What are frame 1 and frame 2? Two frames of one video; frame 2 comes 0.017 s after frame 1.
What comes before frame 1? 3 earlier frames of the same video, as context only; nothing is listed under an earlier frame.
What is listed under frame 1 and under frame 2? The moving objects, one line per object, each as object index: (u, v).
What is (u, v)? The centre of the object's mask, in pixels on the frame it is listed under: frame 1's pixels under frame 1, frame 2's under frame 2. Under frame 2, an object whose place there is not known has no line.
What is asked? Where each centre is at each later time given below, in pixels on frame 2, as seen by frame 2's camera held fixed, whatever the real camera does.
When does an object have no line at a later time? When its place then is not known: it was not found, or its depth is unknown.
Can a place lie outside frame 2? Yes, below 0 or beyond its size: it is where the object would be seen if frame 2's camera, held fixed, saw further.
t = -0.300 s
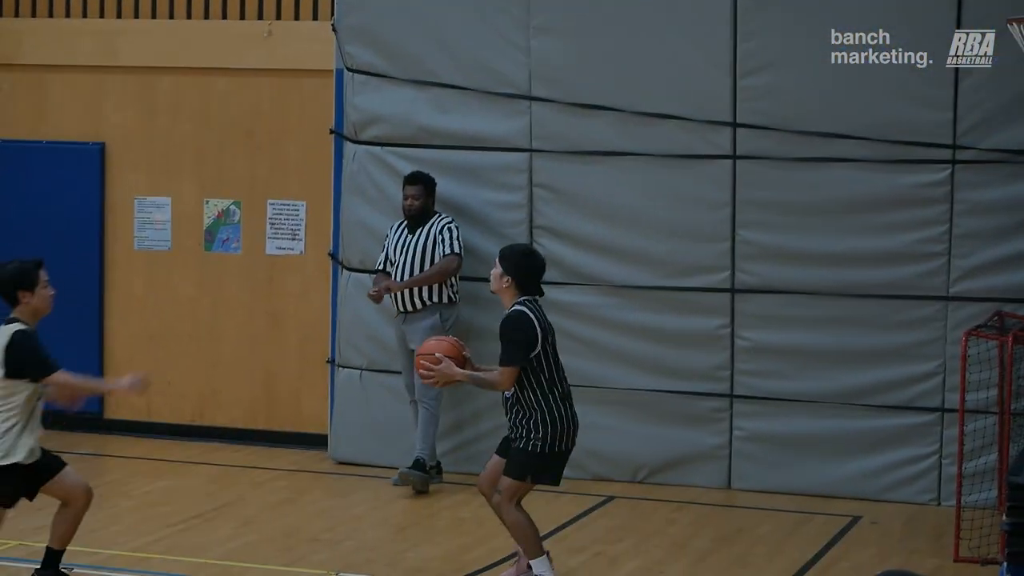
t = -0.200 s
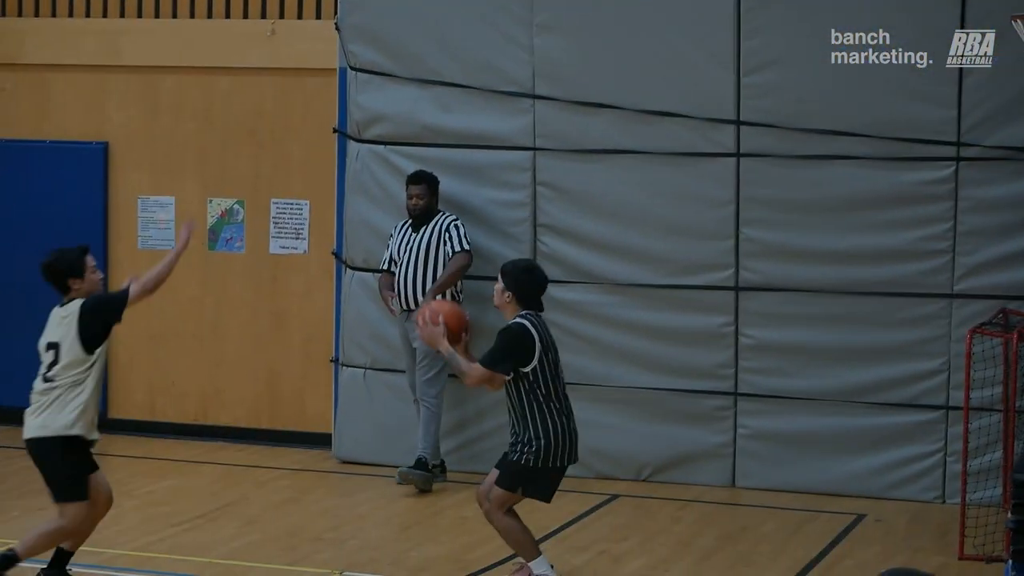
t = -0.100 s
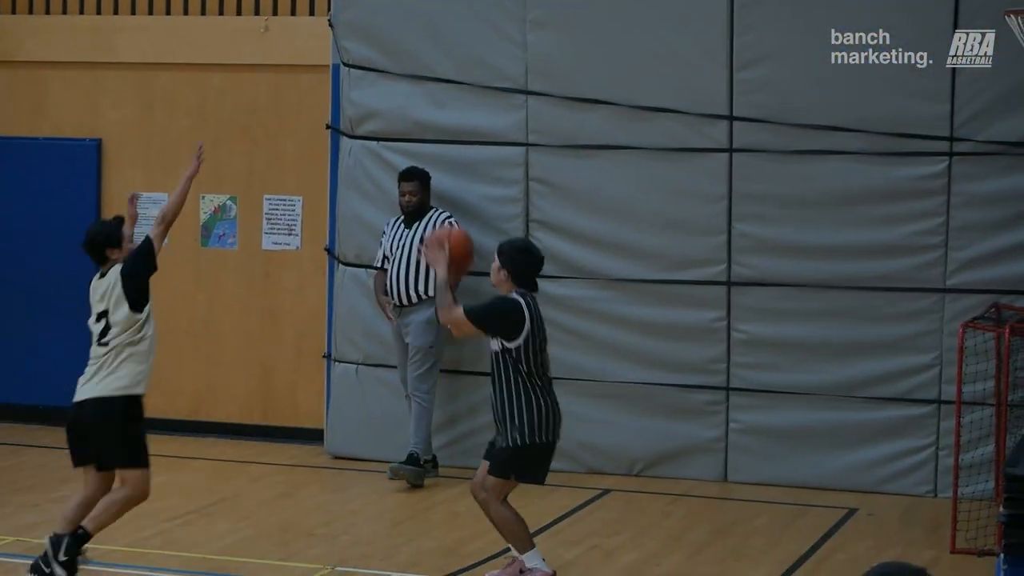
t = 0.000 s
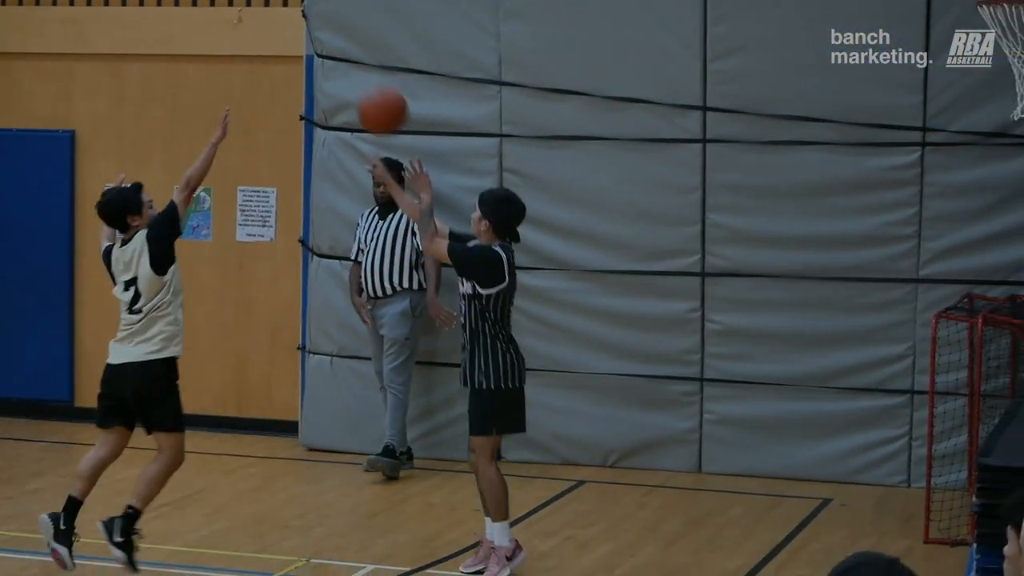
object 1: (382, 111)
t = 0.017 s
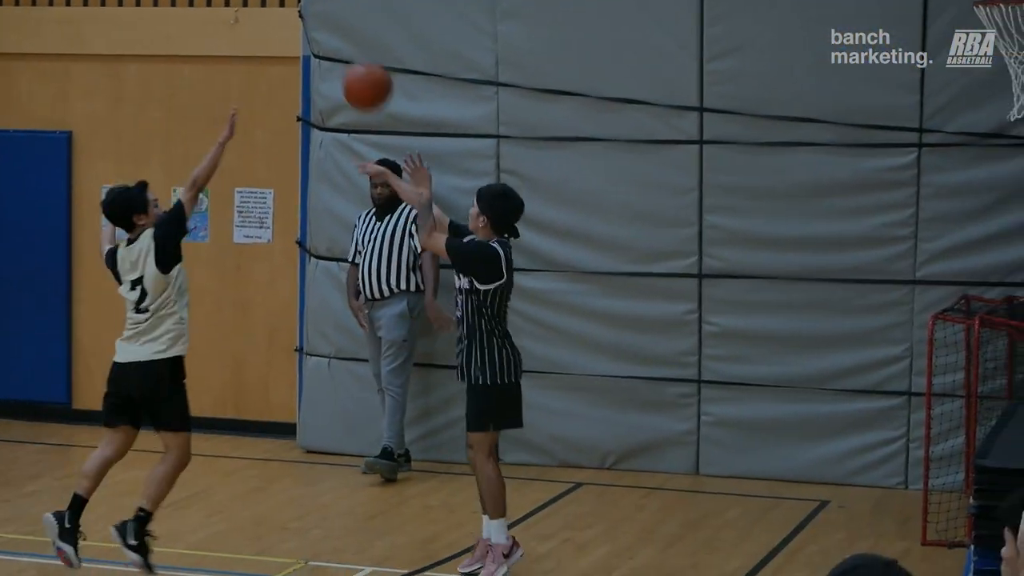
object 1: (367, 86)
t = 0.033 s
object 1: (355, 61)
